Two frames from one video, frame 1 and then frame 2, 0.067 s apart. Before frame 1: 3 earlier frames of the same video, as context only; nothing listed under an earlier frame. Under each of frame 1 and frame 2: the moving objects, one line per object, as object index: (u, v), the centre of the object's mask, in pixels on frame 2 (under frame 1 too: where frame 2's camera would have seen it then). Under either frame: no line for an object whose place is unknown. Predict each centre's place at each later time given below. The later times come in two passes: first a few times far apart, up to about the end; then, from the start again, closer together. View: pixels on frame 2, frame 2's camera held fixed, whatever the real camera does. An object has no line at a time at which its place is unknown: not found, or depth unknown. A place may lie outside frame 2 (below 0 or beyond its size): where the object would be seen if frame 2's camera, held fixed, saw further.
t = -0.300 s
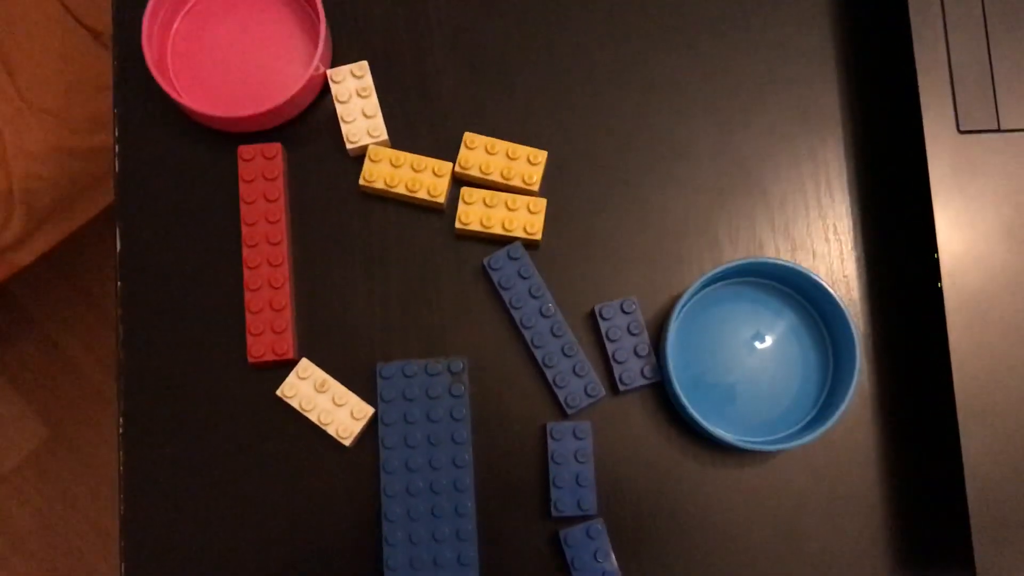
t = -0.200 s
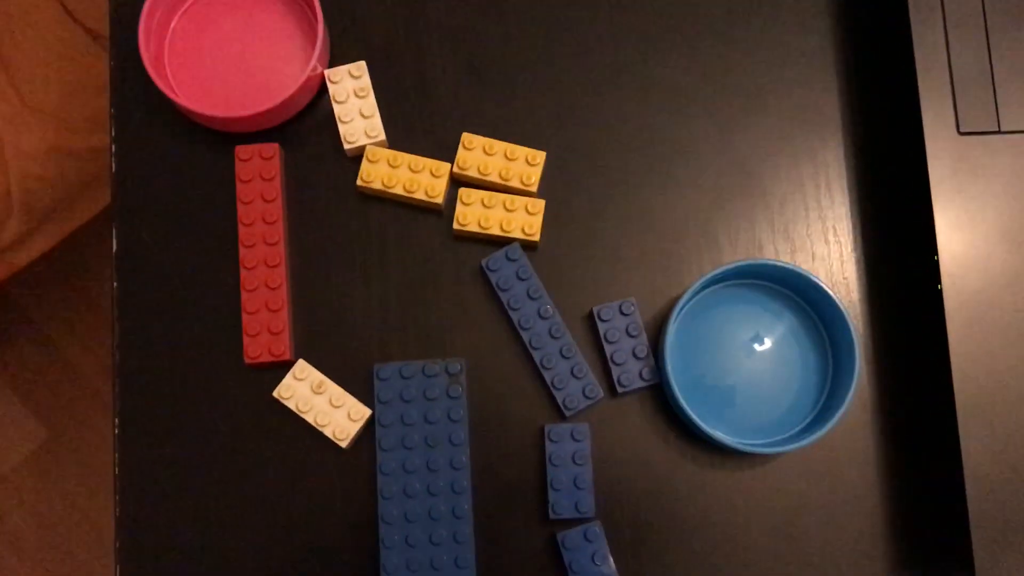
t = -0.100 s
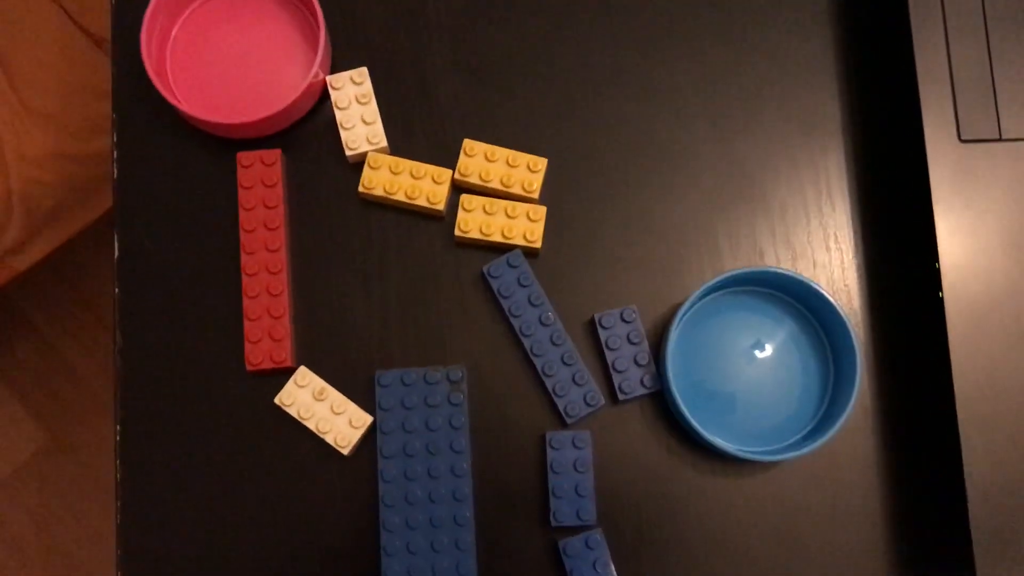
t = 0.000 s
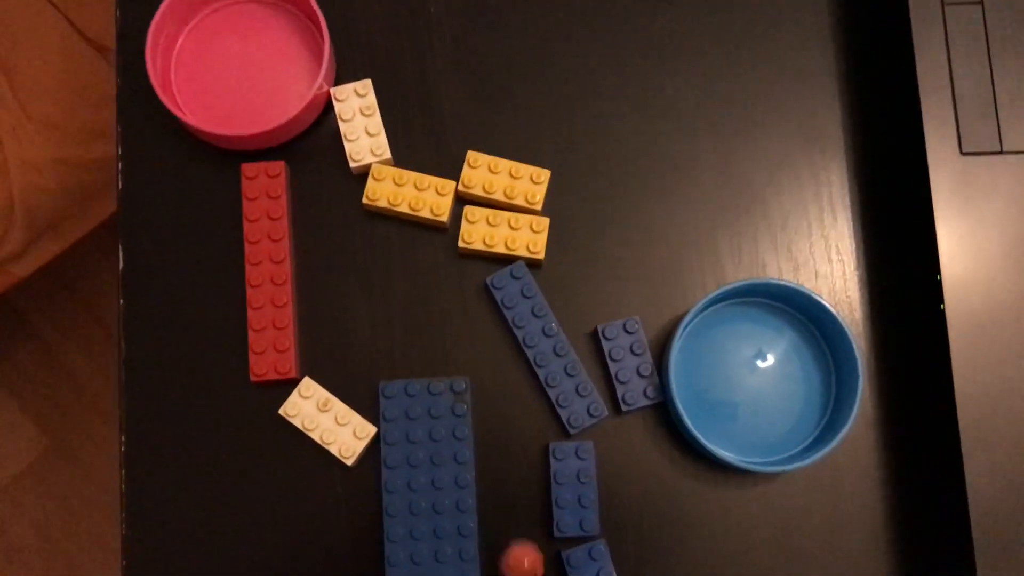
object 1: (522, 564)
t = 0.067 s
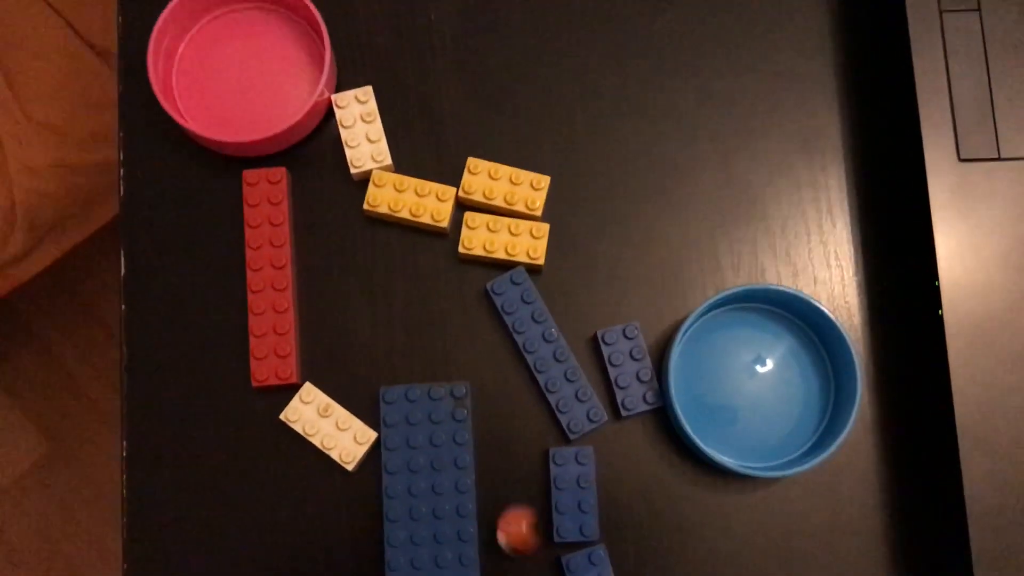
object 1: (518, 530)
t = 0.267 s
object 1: (515, 409)
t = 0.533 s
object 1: (459, 282)
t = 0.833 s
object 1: (387, 230)
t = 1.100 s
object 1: (340, 234)
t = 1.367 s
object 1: (309, 223)
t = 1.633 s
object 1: (307, 198)
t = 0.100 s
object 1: (517, 511)
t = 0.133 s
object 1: (519, 491)
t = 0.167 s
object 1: (518, 471)
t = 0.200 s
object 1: (517, 451)
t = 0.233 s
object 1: (517, 424)
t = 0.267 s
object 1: (515, 409)
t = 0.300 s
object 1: (511, 387)
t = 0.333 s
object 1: (508, 371)
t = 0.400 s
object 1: (495, 342)
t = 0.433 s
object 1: (485, 326)
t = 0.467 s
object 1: (475, 310)
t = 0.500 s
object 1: (469, 297)
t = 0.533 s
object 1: (459, 282)
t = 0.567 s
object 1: (450, 269)
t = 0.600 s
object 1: (442, 259)
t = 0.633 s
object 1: (434, 246)
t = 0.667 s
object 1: (425, 237)
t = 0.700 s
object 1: (414, 230)
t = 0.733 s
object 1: (406, 226)
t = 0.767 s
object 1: (399, 226)
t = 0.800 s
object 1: (393, 228)
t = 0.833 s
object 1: (387, 230)
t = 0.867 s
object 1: (382, 232)
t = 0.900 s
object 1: (376, 235)
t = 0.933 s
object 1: (369, 235)
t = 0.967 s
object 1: (364, 232)
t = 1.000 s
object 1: (358, 232)
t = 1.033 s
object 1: (352, 233)
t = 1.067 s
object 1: (346, 234)
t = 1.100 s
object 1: (340, 234)
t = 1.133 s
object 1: (334, 234)
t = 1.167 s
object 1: (328, 234)
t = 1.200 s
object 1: (323, 232)
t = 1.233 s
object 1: (317, 231)
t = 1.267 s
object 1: (311, 230)
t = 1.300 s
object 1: (309, 227)
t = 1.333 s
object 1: (308, 225)
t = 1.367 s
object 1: (309, 223)
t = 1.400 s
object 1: (309, 220)
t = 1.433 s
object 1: (308, 218)
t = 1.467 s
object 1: (308, 216)
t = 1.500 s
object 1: (307, 212)
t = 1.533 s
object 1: (307, 210)
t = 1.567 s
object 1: (307, 206)
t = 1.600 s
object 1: (306, 202)
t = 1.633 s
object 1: (307, 198)
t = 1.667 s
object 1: (308, 193)
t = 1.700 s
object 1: (308, 189)
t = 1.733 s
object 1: (308, 184)
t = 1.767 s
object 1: (309, 180)
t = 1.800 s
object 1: (311, 177)
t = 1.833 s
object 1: (311, 172)
